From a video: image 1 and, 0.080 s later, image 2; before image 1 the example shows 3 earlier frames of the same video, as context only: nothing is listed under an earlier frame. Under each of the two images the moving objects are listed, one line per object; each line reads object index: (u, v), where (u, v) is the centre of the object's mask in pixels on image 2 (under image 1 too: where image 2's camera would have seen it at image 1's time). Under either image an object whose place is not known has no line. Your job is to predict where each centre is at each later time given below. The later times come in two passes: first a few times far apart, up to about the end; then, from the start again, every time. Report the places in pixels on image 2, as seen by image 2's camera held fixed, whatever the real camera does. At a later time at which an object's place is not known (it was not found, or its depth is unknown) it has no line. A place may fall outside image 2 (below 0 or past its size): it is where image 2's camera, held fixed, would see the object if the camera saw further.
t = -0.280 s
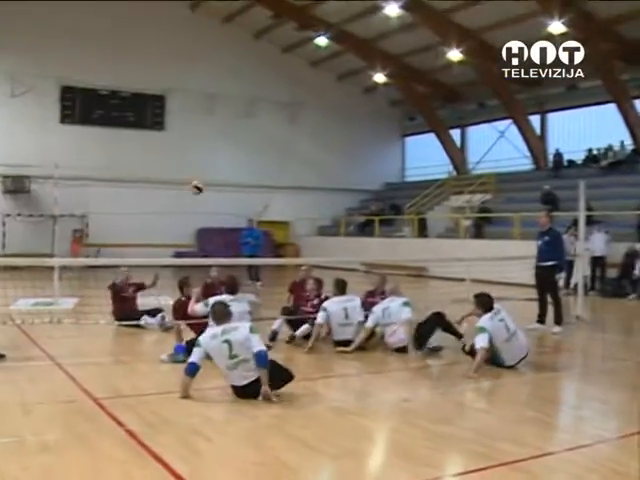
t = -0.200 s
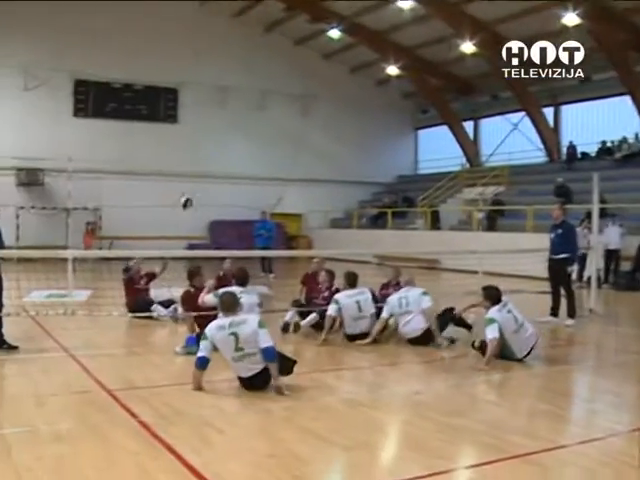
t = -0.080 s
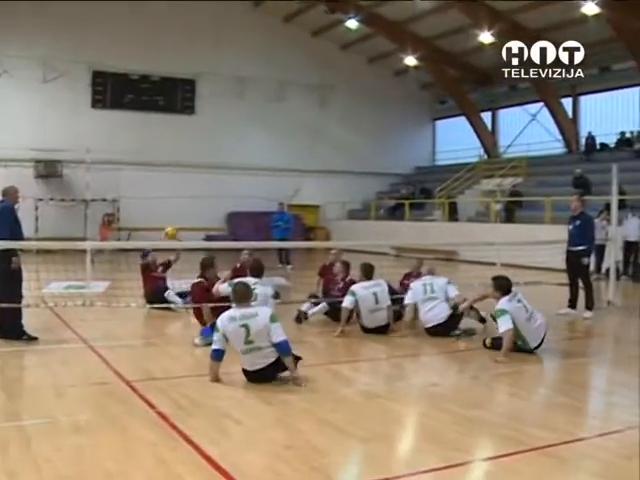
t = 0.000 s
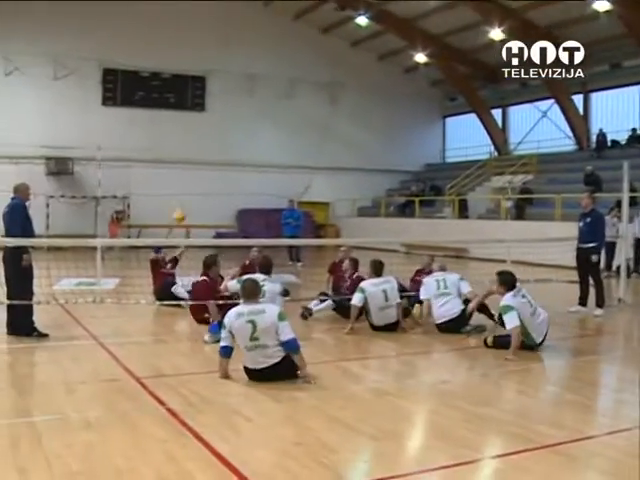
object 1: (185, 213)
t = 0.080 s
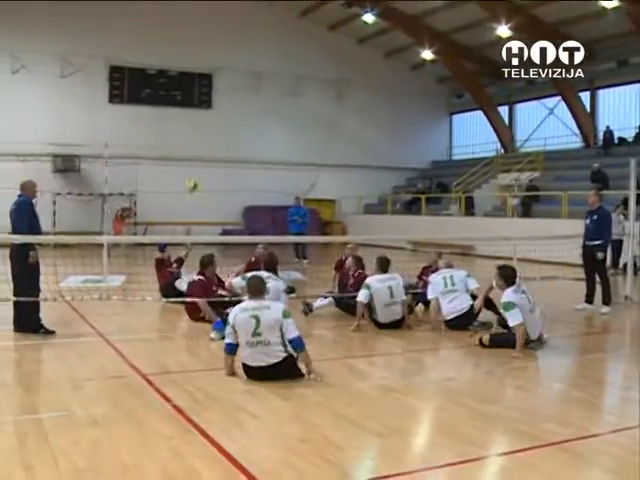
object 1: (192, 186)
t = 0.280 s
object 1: (206, 131)
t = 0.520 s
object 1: (223, 95)
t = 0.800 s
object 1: (244, 100)
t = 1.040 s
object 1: (262, 148)
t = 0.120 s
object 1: (194, 173)
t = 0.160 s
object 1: (196, 159)
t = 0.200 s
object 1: (199, 151)
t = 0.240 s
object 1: (202, 141)
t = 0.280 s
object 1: (206, 131)
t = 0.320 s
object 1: (208, 123)
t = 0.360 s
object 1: (211, 115)
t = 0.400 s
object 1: (214, 109)
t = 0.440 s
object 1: (217, 103)
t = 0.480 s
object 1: (221, 99)
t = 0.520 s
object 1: (223, 95)
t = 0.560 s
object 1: (226, 93)
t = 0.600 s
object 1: (229, 91)
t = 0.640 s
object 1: (233, 90)
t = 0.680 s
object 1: (235, 90)
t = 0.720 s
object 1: (238, 93)
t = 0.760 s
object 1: (242, 95)
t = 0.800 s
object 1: (244, 100)
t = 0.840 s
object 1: (247, 105)
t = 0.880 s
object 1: (250, 111)
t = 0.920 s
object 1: (252, 118)
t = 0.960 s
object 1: (256, 127)
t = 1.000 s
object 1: (259, 138)
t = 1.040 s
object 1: (262, 148)
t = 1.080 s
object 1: (265, 159)
